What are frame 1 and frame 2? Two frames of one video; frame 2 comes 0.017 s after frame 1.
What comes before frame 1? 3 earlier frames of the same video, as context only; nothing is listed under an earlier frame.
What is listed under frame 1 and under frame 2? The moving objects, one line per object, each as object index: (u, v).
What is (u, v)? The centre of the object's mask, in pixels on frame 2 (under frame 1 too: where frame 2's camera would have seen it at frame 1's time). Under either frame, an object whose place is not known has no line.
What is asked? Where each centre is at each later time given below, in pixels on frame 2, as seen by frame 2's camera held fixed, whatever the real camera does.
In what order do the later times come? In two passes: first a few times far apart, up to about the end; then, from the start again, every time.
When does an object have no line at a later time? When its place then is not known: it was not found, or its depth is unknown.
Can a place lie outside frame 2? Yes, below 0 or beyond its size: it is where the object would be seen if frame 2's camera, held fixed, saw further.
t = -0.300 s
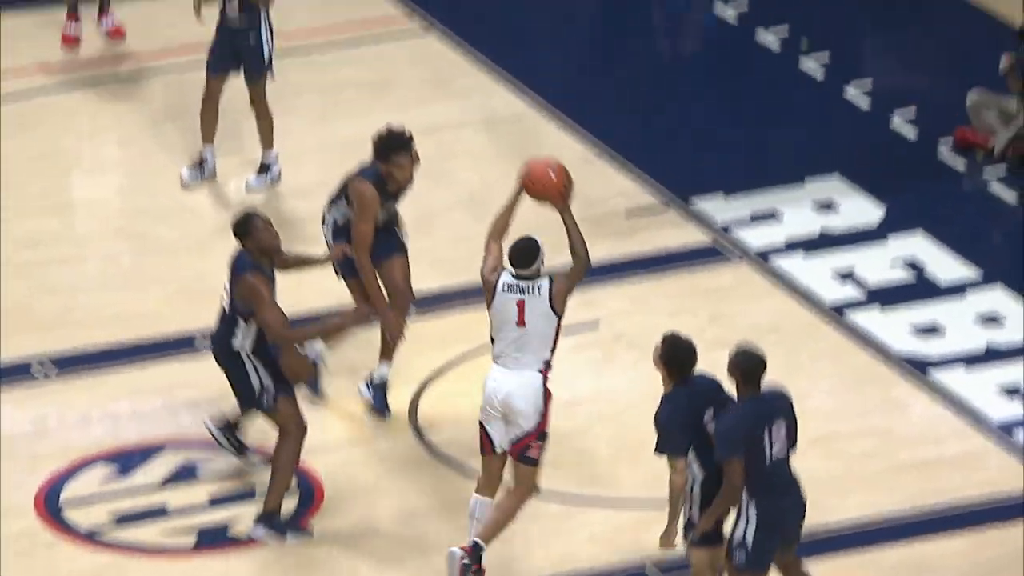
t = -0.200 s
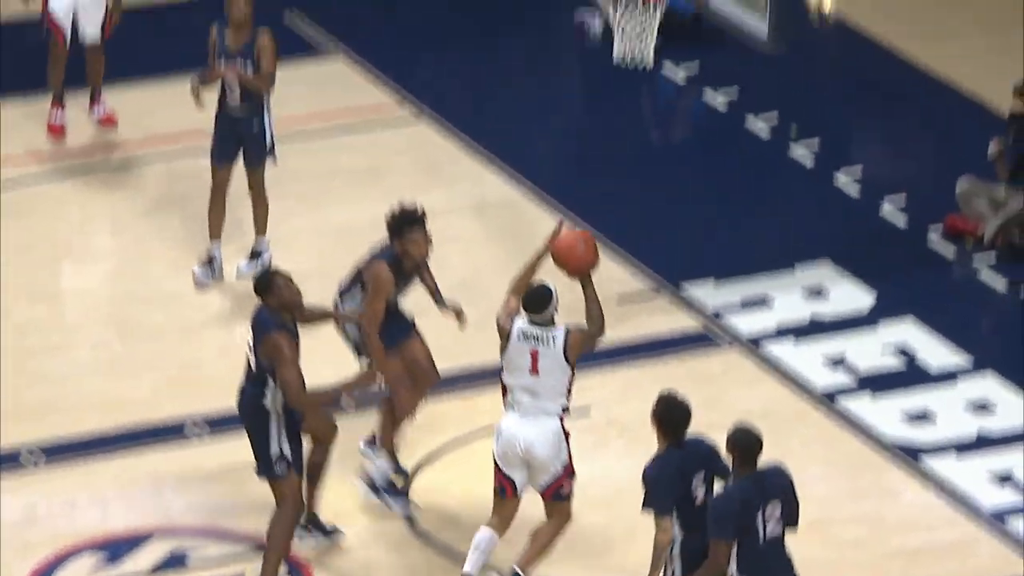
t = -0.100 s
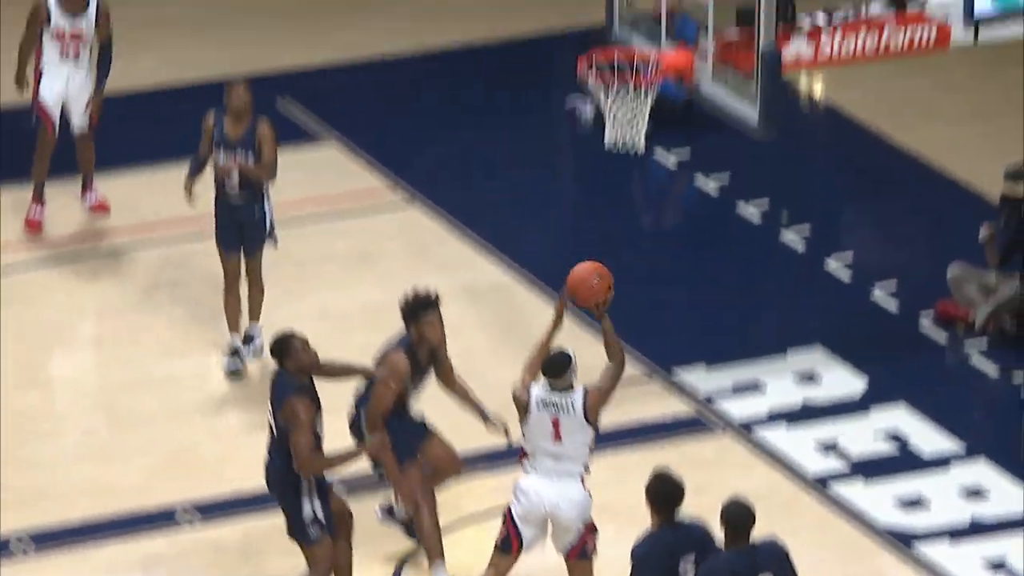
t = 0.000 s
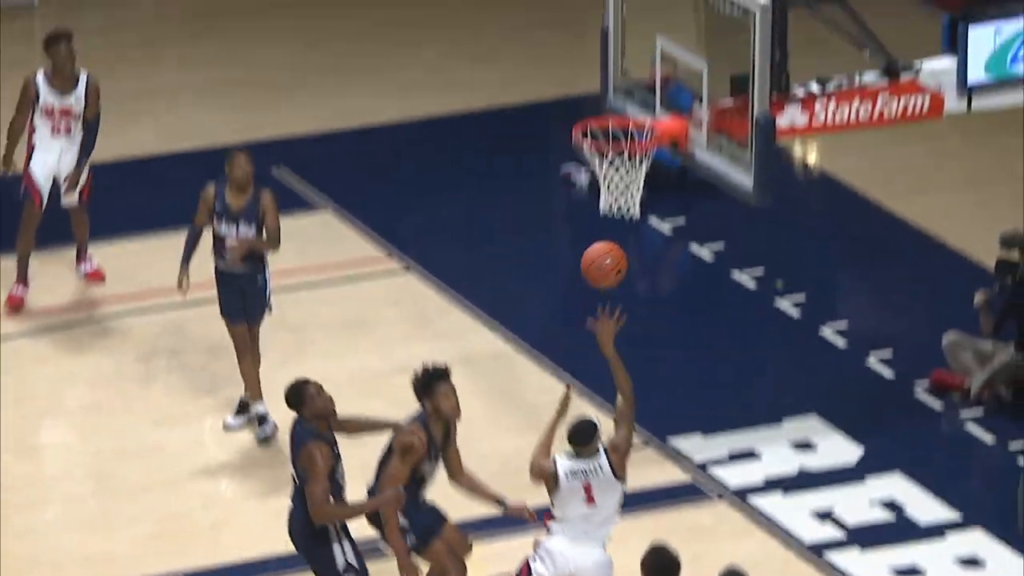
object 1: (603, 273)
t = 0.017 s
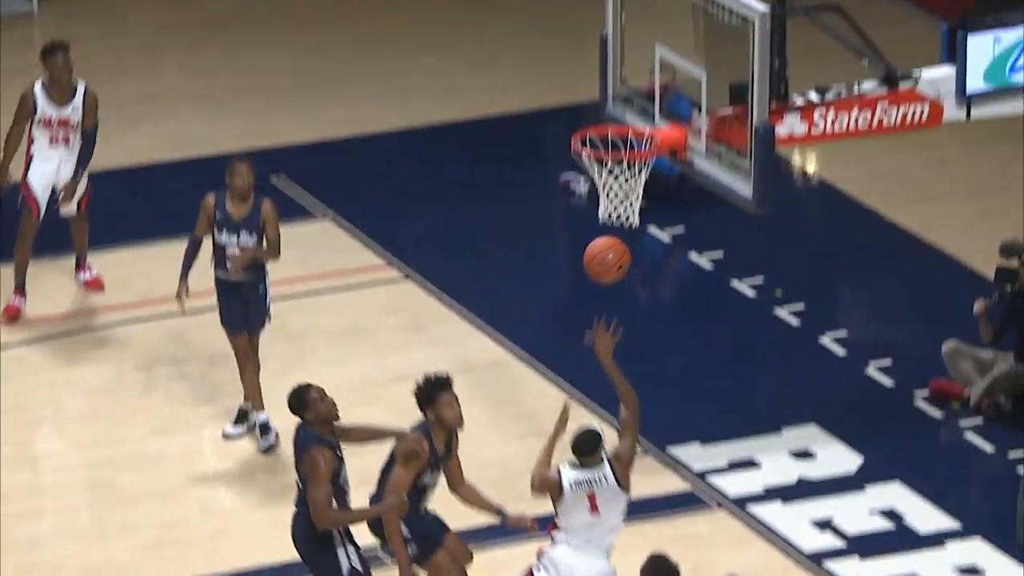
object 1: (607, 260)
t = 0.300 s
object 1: (659, 106)
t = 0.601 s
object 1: (633, 112)
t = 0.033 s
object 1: (609, 247)
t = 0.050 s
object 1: (612, 235)
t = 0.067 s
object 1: (615, 223)
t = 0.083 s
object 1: (619, 212)
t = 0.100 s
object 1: (623, 199)
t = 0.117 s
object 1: (626, 187)
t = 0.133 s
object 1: (629, 177)
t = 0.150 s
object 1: (632, 167)
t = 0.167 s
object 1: (635, 159)
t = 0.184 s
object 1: (637, 151)
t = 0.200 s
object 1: (641, 143)
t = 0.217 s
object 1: (644, 136)
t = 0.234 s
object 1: (647, 129)
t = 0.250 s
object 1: (650, 122)
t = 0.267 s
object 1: (653, 116)
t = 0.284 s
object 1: (656, 111)
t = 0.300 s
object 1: (659, 106)
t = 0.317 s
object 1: (661, 101)
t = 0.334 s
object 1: (665, 98)
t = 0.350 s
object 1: (668, 95)
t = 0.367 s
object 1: (671, 92)
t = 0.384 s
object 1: (673, 90)
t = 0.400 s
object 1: (677, 88)
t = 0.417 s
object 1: (679, 87)
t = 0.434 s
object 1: (681, 86)
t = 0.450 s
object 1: (684, 86)
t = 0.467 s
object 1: (686, 86)
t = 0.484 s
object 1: (682, 87)
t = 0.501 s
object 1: (677, 90)
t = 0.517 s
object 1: (668, 92)
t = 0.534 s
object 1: (661, 95)
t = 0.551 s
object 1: (654, 98)
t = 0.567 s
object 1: (647, 102)
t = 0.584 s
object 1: (639, 107)
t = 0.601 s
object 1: (633, 112)
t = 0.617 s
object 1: (625, 118)
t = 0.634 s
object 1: (617, 123)
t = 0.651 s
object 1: (609, 130)
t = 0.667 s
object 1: (602, 134)
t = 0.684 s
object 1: (596, 142)
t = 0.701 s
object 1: (597, 146)
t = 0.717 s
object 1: (603, 151)
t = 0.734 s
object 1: (607, 156)
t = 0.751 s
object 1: (611, 160)
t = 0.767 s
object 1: (615, 167)
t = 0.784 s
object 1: (620, 174)
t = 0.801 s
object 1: (623, 179)
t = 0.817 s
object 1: (628, 187)
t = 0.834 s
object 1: (631, 192)
